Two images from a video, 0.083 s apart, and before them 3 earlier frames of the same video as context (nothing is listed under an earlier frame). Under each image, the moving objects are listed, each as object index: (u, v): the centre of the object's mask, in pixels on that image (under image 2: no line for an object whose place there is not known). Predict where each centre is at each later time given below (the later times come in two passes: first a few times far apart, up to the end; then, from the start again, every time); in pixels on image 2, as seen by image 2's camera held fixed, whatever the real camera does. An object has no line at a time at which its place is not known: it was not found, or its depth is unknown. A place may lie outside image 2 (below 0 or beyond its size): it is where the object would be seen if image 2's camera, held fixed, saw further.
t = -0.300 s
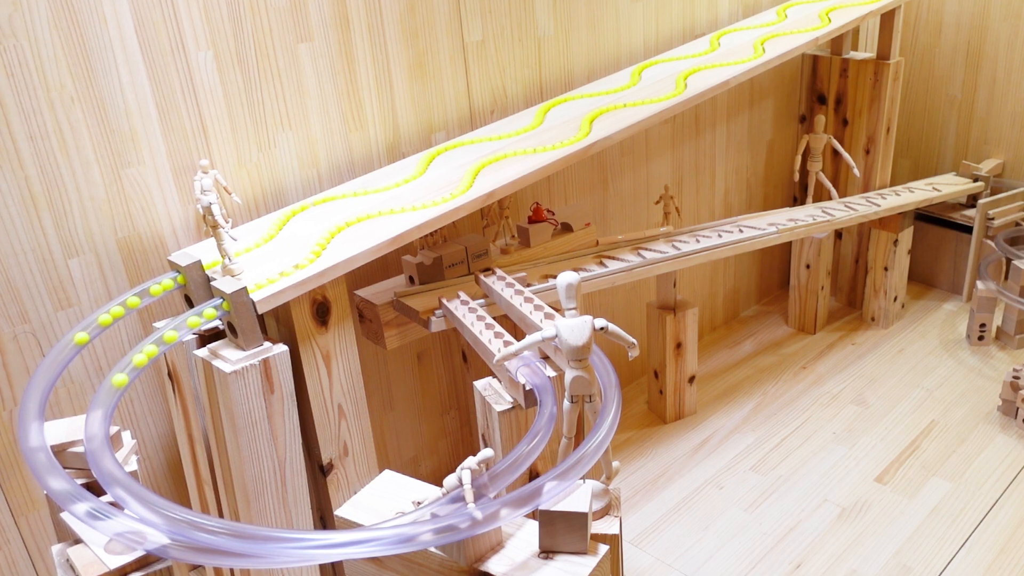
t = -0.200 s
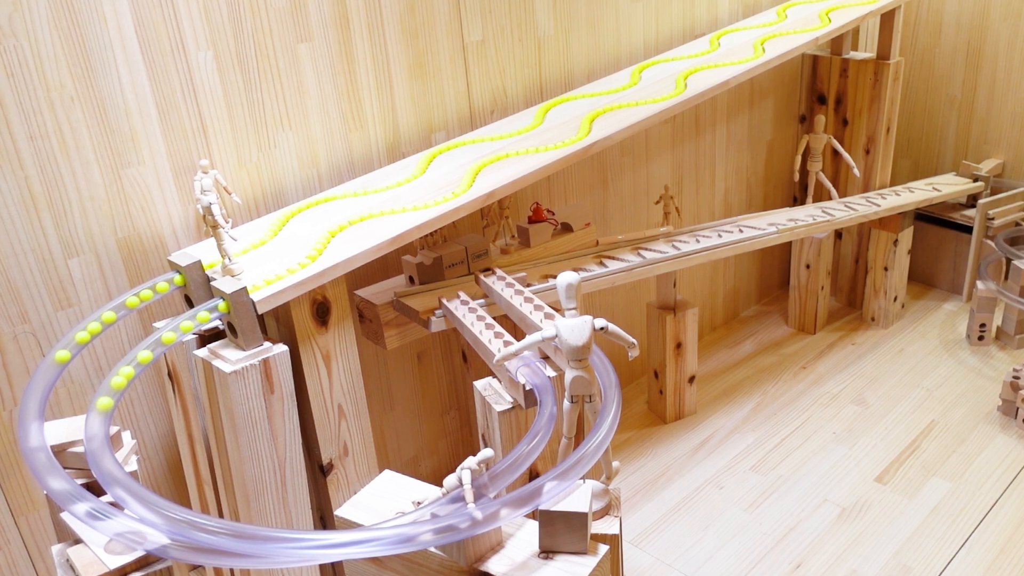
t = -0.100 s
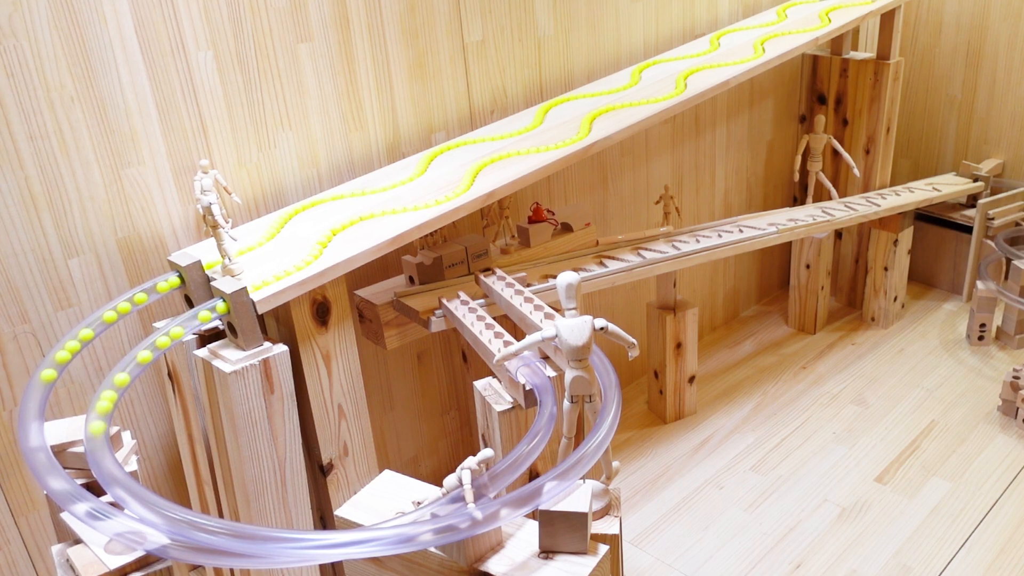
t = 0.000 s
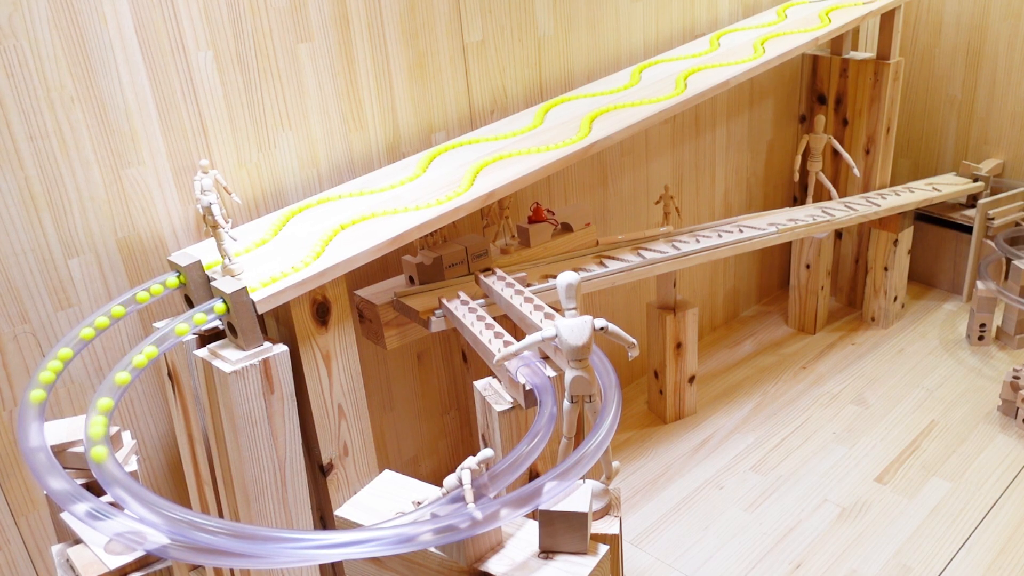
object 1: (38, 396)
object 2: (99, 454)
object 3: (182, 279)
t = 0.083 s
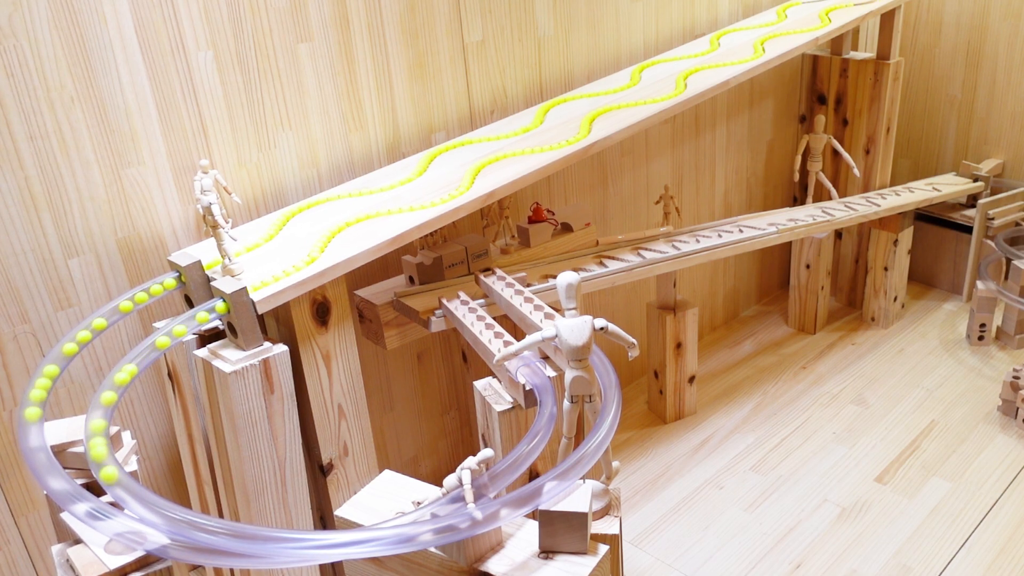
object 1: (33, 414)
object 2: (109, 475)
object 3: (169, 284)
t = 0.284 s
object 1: (43, 464)
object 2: (171, 519)
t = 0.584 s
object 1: (189, 549)
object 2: (384, 542)
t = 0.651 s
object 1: (249, 558)
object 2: (442, 532)
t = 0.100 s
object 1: (32, 418)
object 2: (112, 478)
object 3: (166, 285)
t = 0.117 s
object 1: (32, 422)
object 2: (116, 482)
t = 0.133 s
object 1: (31, 425)
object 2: (120, 486)
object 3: (160, 288)
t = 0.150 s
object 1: (32, 429)
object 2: (124, 490)
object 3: (157, 290)
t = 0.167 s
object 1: (32, 433)
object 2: (128, 494)
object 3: (152, 292)
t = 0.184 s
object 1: (33, 437)
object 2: (133, 497)
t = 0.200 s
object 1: (33, 441)
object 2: (139, 501)
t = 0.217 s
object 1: (34, 446)
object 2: (144, 505)
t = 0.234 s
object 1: (36, 450)
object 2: (151, 508)
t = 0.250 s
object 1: (37, 455)
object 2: (157, 512)
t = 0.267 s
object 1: (40, 460)
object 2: (164, 516)
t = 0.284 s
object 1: (43, 464)
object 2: (171, 519)
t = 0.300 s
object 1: (45, 469)
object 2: (180, 523)
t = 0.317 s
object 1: (48, 474)
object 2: (188, 526)
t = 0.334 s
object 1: (52, 479)
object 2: (197, 529)
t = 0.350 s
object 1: (57, 485)
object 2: (207, 531)
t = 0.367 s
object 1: (62, 490)
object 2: (216, 534)
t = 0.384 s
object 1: (68, 495)
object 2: (227, 537)
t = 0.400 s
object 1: (74, 500)
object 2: (238, 539)
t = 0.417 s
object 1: (81, 506)
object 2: (250, 541)
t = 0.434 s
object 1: (88, 511)
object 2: (261, 542)
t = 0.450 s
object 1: (96, 516)
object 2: (274, 544)
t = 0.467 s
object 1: (105, 521)
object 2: (287, 545)
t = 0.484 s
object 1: (114, 526)
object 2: (300, 546)
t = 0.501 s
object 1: (125, 532)
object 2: (313, 547)
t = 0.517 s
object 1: (136, 536)
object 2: (327, 547)
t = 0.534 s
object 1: (148, 541)
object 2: (341, 547)
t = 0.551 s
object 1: (162, 544)
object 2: (356, 545)
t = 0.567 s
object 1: (175, 547)
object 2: (369, 544)
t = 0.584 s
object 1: (189, 549)
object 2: (384, 542)
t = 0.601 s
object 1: (203, 552)
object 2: (399, 540)
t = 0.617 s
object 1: (218, 554)
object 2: (412, 538)
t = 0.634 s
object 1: (233, 556)
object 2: (427, 536)
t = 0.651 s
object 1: (249, 558)
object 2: (442, 532)
